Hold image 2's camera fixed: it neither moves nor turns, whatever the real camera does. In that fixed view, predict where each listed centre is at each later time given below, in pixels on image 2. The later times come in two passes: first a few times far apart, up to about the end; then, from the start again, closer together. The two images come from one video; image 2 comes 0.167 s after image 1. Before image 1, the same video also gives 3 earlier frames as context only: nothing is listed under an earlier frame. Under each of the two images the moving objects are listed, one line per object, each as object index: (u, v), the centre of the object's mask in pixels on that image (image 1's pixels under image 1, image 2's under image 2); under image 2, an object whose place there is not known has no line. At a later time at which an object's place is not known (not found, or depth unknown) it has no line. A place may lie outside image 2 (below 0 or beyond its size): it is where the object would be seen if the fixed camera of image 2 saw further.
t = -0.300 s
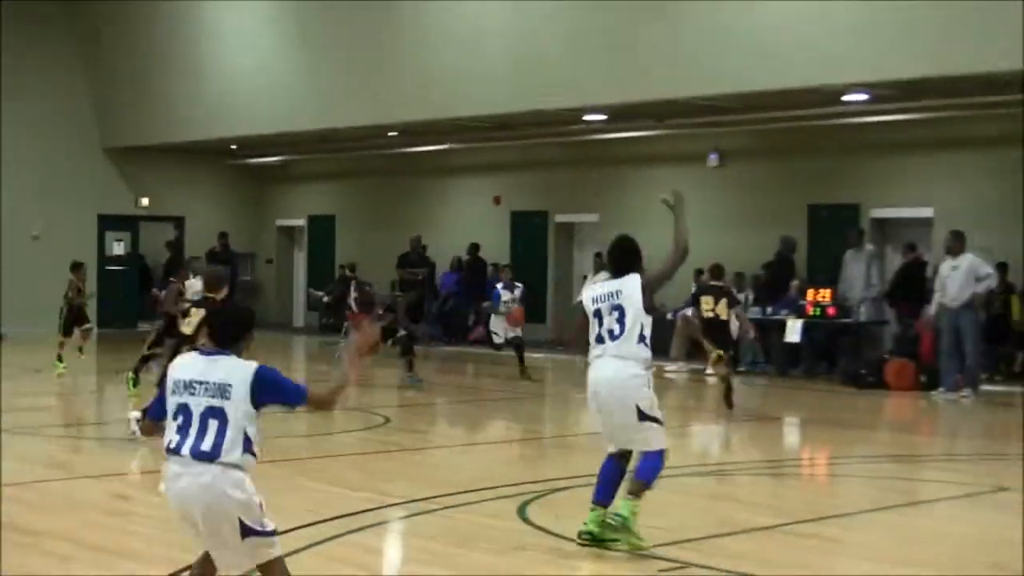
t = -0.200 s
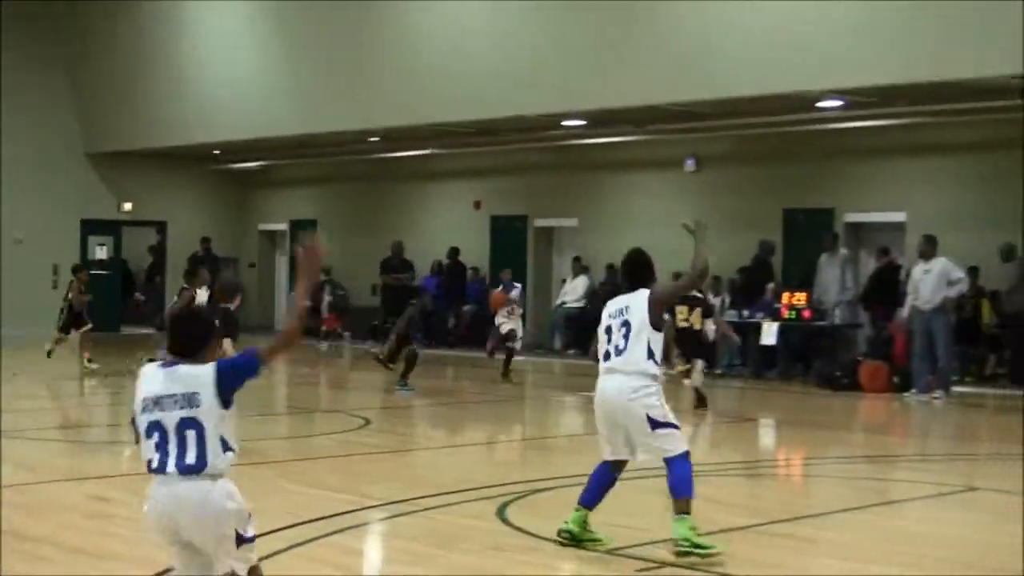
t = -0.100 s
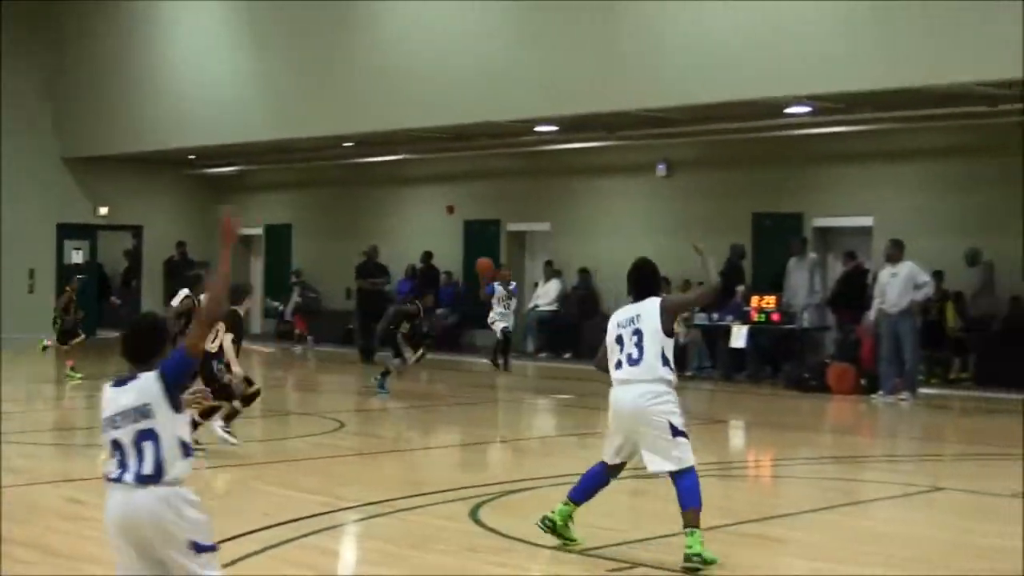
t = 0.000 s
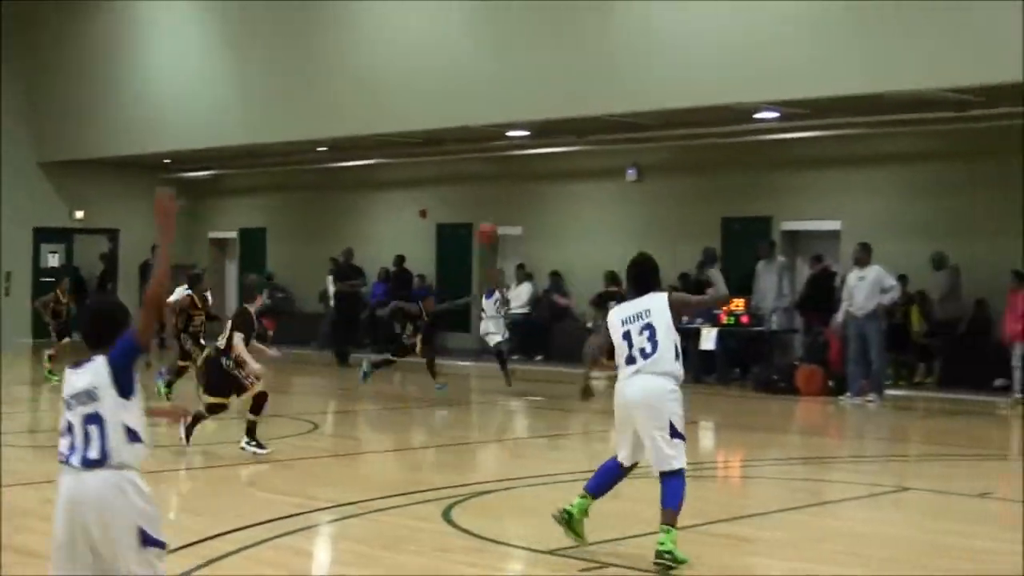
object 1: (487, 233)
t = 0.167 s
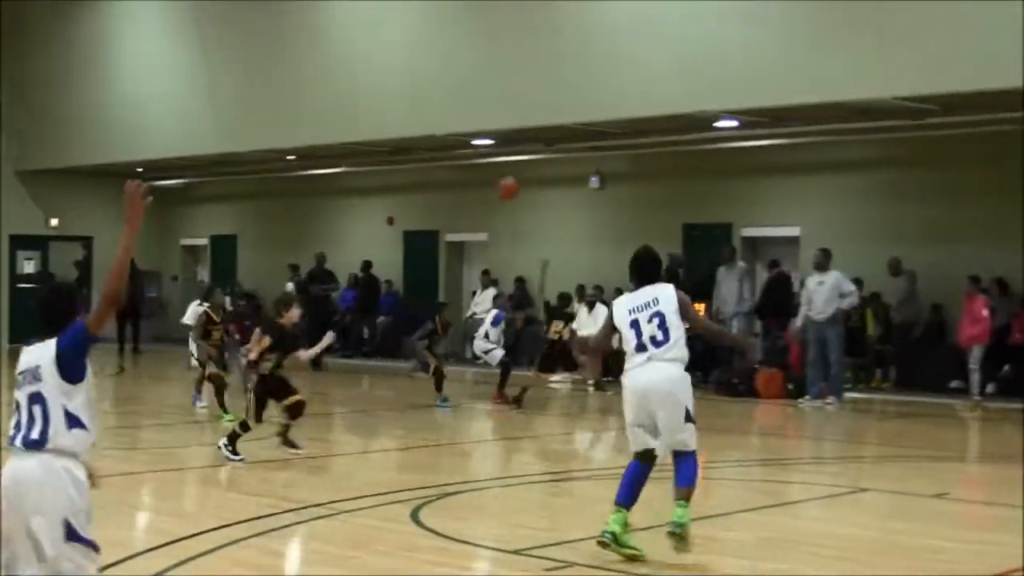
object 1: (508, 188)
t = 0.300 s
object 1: (551, 161)
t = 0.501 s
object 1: (649, 140)
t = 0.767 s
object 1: (817, 190)
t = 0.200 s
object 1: (518, 179)
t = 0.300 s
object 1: (551, 161)
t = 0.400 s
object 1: (602, 145)
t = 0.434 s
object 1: (617, 144)
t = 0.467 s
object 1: (635, 139)
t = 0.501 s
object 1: (649, 140)
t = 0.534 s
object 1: (669, 144)
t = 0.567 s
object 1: (691, 146)
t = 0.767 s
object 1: (817, 190)
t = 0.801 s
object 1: (840, 202)
